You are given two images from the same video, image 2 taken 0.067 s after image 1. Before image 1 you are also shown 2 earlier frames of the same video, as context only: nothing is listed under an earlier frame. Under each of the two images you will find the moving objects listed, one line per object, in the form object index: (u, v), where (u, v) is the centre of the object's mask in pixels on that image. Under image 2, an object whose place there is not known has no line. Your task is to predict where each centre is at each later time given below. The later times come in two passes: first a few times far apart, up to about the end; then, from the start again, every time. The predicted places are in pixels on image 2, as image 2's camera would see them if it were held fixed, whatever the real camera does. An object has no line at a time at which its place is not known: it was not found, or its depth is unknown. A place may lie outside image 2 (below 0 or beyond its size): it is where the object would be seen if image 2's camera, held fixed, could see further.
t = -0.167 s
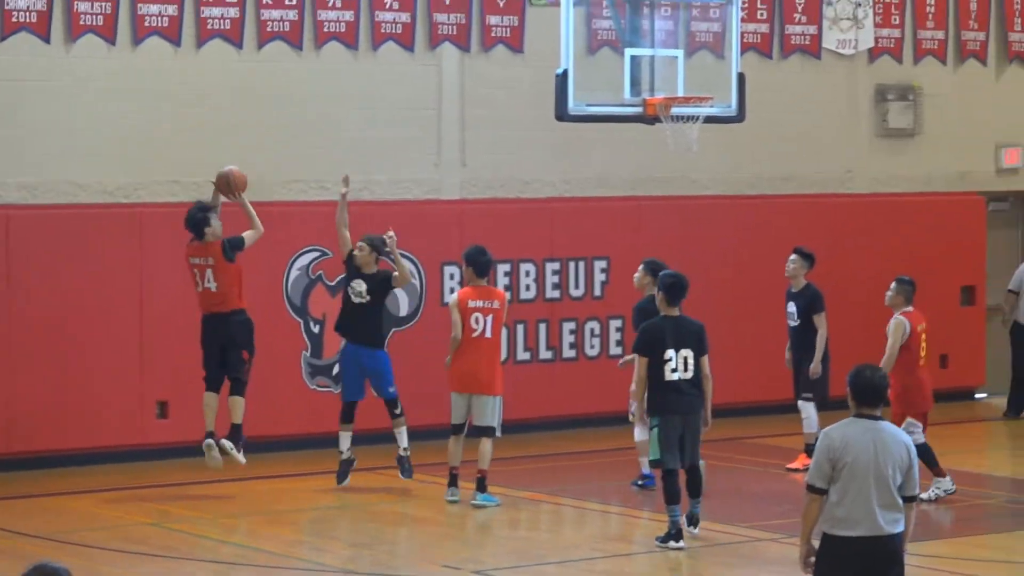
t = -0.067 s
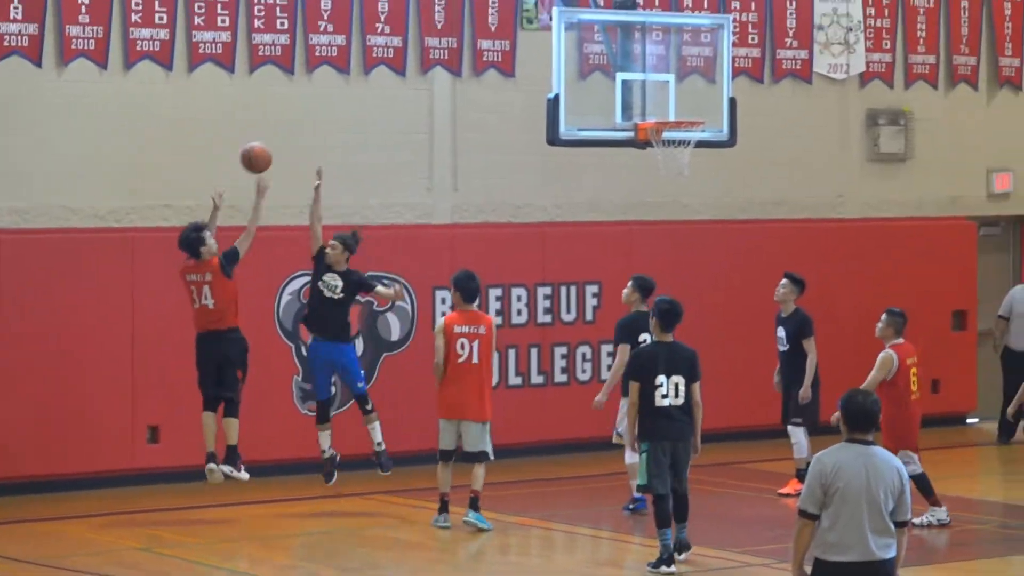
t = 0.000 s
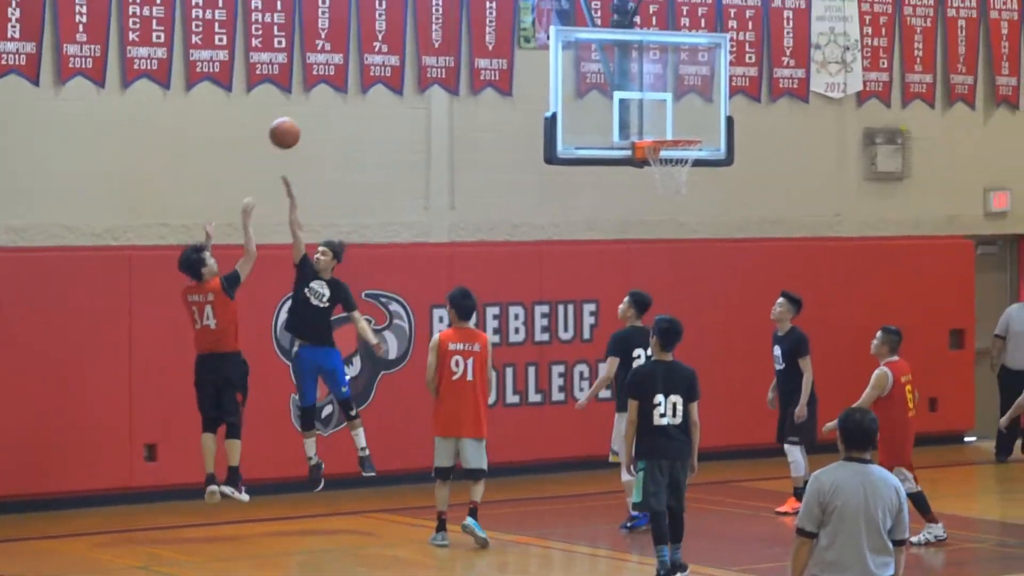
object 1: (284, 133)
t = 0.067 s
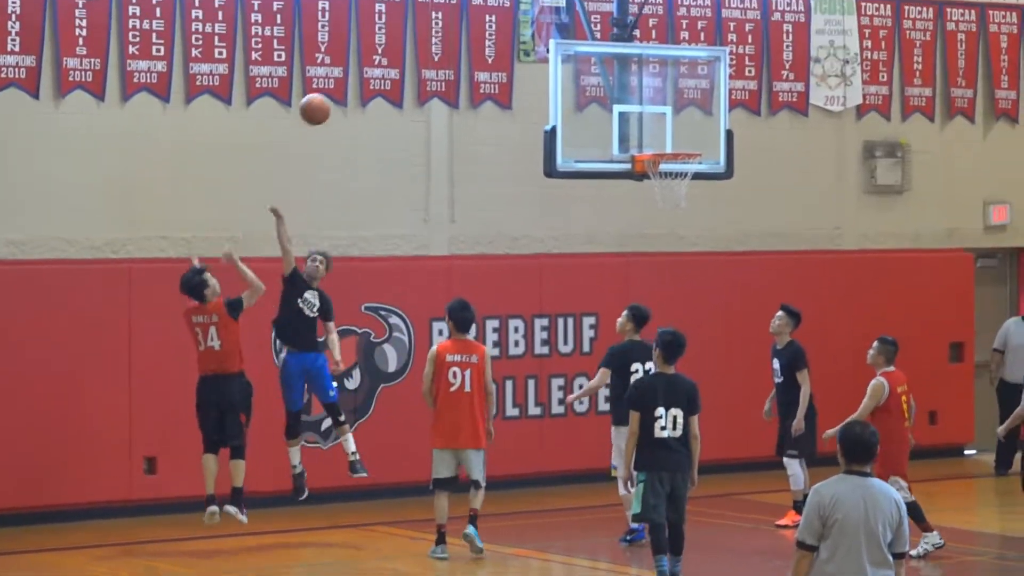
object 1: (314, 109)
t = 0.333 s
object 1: (433, 20)
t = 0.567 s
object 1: (532, 17)
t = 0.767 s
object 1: (615, 67)
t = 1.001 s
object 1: (665, 154)
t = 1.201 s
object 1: (699, 173)
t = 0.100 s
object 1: (330, 93)
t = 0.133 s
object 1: (344, 78)
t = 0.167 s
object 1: (359, 65)
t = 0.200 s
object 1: (374, 53)
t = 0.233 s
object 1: (389, 43)
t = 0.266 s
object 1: (404, 33)
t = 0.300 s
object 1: (417, 26)
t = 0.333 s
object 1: (433, 20)
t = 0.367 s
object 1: (447, 16)
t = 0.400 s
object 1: (461, 13)
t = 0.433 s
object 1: (475, 11)
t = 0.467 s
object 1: (489, 10)
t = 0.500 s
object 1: (504, 11)
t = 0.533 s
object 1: (518, 13)
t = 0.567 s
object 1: (532, 17)
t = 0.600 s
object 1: (546, 22)
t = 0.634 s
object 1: (560, 28)
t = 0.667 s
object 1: (573, 35)
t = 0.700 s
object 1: (587, 44)
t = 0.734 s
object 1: (601, 55)
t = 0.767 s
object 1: (615, 67)
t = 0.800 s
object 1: (628, 79)
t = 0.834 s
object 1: (642, 93)
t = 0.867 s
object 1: (655, 109)
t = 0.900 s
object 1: (668, 125)
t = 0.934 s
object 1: (681, 141)
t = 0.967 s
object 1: (680, 146)
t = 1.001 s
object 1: (665, 154)
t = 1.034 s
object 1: (663, 161)
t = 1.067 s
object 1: (672, 165)
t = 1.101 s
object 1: (683, 169)
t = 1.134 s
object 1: (692, 174)
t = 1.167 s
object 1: (697, 175)
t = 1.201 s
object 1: (699, 173)
